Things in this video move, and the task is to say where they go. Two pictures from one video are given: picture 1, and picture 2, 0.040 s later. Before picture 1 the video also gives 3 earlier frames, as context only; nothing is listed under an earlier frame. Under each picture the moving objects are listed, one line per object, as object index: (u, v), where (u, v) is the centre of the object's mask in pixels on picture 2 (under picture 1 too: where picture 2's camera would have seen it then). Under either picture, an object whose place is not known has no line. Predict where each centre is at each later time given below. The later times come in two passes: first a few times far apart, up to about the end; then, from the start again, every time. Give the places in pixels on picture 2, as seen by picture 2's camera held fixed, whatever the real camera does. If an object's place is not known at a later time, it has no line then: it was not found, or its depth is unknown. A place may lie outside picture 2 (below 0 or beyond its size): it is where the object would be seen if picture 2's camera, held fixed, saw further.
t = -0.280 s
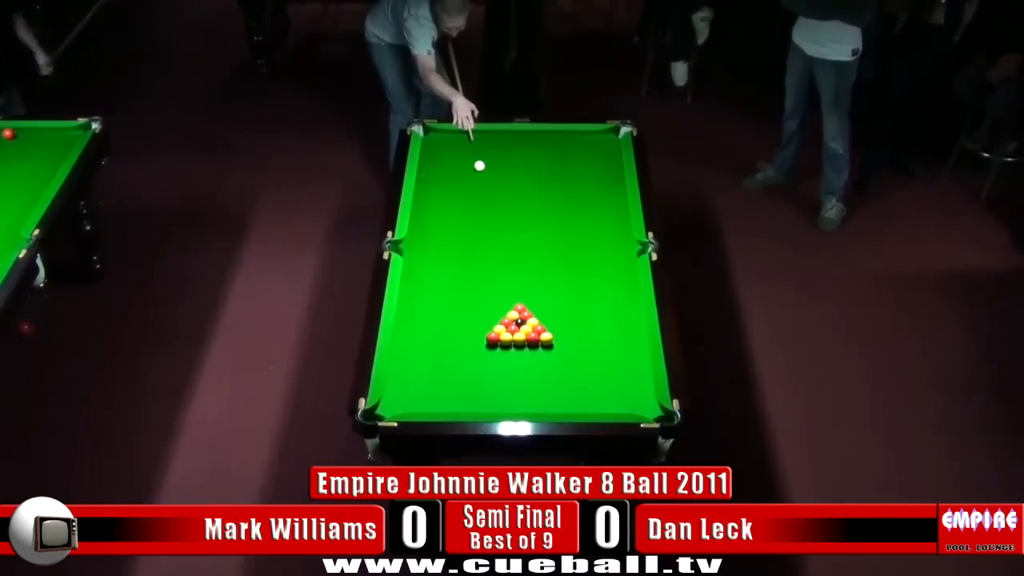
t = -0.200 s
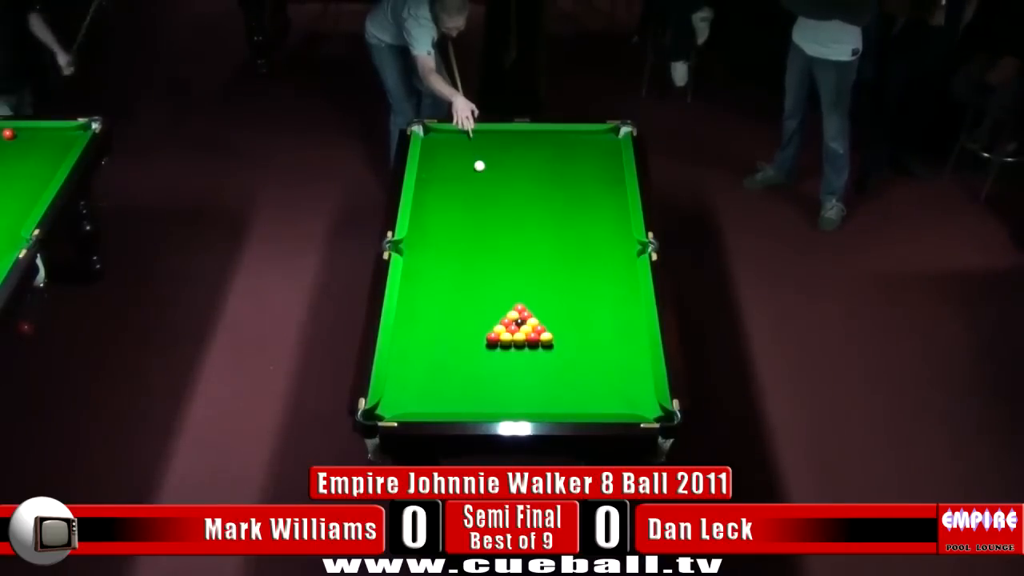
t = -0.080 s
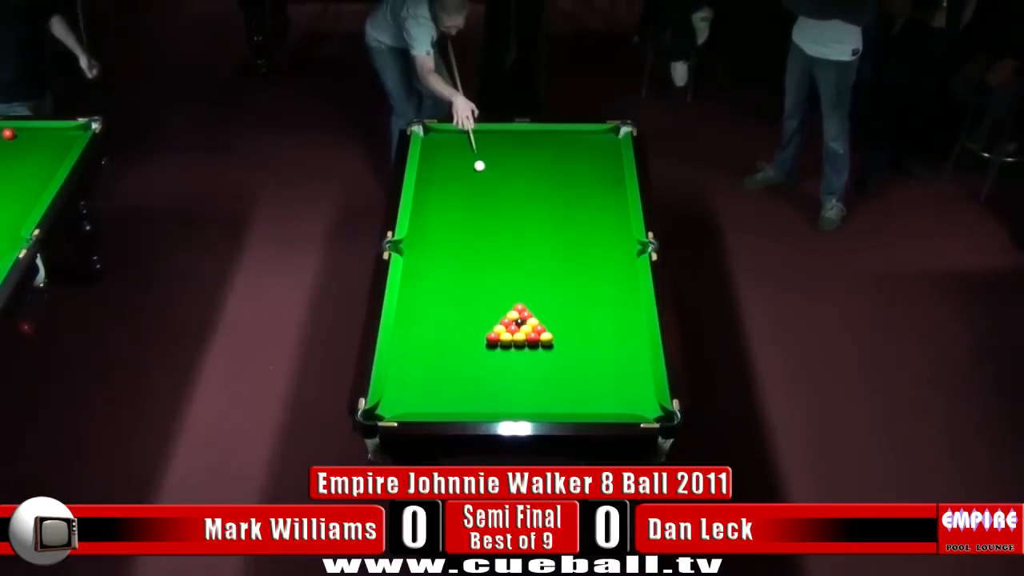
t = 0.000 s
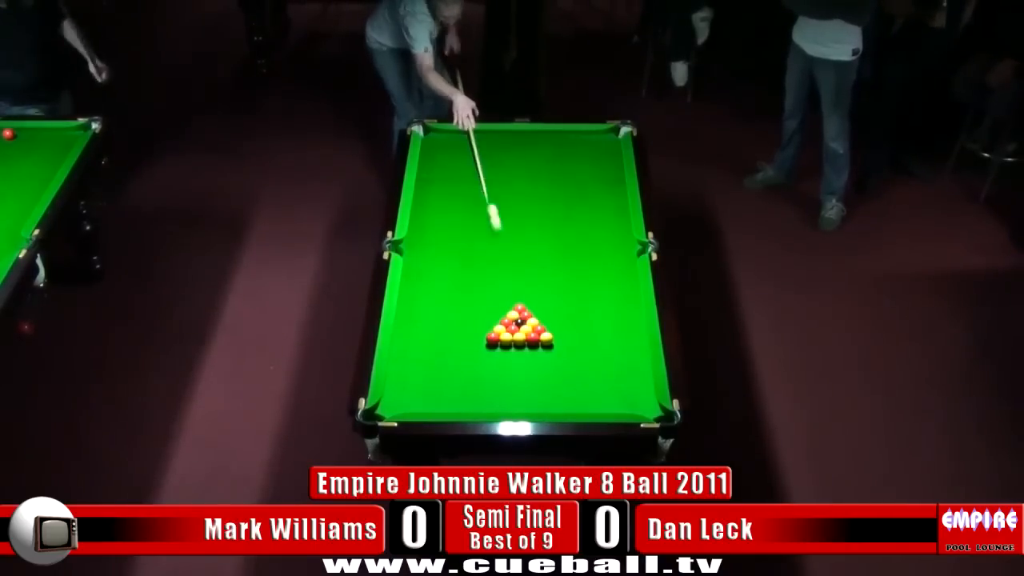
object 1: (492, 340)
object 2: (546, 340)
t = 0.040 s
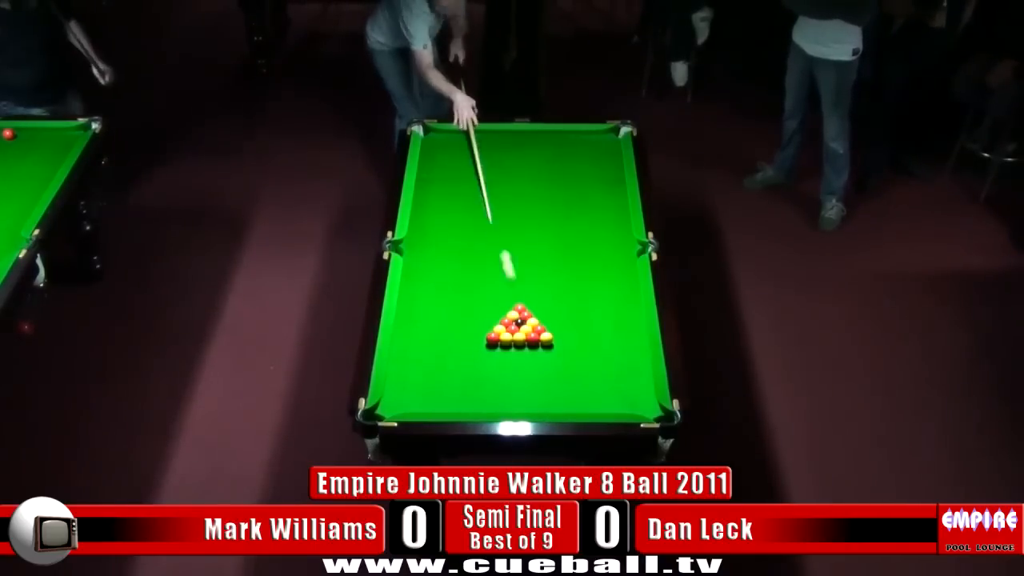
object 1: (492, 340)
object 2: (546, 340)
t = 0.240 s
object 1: (419, 402)
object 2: (631, 397)
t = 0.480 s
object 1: (396, 351)
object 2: (611, 332)
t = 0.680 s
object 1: (416, 341)
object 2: (596, 326)
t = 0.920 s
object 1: (437, 327)
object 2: (577, 314)
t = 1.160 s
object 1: (456, 314)
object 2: (560, 303)
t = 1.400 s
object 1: (473, 303)
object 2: (545, 293)
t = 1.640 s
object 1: (489, 292)
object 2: (531, 284)
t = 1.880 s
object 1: (503, 283)
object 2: (519, 276)
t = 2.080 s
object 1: (511, 278)
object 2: (512, 266)
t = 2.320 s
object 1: (518, 274)
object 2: (506, 256)
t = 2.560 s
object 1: (523, 271)
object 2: (501, 247)
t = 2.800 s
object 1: (528, 269)
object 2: (496, 237)
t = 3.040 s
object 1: (531, 267)
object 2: (492, 229)
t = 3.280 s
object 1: (533, 265)
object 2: (489, 222)
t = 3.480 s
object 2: (486, 216)
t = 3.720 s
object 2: (484, 211)
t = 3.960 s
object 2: (482, 205)
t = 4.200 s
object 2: (480, 201)
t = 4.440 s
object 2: (479, 197)
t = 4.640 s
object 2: (478, 194)
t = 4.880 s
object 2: (477, 192)
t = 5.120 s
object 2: (477, 190)
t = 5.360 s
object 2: (477, 188)
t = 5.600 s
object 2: (477, 187)
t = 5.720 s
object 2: (477, 187)
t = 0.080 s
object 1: (487, 346)
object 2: (553, 345)
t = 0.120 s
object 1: (469, 364)
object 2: (576, 368)
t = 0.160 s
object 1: (450, 384)
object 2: (598, 390)
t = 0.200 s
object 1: (432, 403)
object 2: (620, 406)
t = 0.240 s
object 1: (419, 402)
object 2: (631, 397)
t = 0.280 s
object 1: (412, 390)
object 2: (640, 383)
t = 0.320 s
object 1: (405, 378)
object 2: (642, 372)
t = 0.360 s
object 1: (398, 367)
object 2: (633, 361)
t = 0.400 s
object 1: (397, 357)
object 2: (625, 351)
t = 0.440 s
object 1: (401, 350)
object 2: (618, 342)
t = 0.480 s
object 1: (396, 351)
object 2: (611, 332)
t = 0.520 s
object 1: (401, 350)
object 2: (608, 331)
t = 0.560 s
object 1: (405, 348)
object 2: (605, 331)
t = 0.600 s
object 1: (409, 346)
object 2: (602, 329)
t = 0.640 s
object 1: (412, 343)
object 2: (599, 328)
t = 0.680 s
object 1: (416, 341)
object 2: (596, 326)
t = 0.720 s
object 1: (420, 339)
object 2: (593, 324)
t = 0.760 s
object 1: (424, 336)
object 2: (590, 322)
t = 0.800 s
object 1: (427, 333)
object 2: (586, 320)
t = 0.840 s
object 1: (431, 331)
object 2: (583, 318)
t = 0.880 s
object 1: (434, 329)
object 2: (580, 316)
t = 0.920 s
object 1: (437, 327)
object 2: (577, 314)
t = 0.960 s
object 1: (441, 325)
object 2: (575, 312)
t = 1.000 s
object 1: (444, 323)
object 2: (571, 310)
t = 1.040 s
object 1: (447, 320)
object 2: (569, 309)
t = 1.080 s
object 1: (450, 318)
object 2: (566, 307)
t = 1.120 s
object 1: (453, 316)
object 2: (563, 305)
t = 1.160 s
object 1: (456, 314)
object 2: (560, 303)
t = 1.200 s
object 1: (459, 312)
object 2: (558, 301)
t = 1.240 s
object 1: (462, 311)
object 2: (555, 300)
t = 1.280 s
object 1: (465, 309)
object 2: (553, 298)
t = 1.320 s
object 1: (467, 307)
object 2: (550, 297)
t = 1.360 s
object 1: (470, 305)
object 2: (548, 295)
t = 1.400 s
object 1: (473, 303)
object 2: (545, 293)
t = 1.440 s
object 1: (476, 301)
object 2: (543, 292)
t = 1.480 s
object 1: (478, 299)
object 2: (540, 290)
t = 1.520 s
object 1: (481, 297)
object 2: (538, 288)
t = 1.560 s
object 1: (484, 296)
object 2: (536, 287)
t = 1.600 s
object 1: (486, 294)
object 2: (533, 286)
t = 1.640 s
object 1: (489, 292)
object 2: (531, 284)
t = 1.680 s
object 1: (491, 291)
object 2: (529, 283)
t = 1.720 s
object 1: (494, 289)
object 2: (527, 281)
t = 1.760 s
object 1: (496, 288)
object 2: (525, 280)
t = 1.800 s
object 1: (499, 286)
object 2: (523, 279)
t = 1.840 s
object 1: (501, 284)
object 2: (521, 277)
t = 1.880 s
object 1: (503, 283)
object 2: (519, 276)
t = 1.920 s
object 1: (505, 282)
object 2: (517, 275)
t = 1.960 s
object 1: (508, 280)
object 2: (516, 273)
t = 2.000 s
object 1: (509, 279)
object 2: (514, 270)
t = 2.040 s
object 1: (510, 278)
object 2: (513, 268)
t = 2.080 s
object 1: (511, 278)
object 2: (512, 266)
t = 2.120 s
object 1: (512, 277)
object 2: (511, 265)
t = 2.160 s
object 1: (513, 277)
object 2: (510, 263)
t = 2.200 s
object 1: (515, 276)
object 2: (509, 262)
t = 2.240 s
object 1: (516, 275)
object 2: (508, 260)
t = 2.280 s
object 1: (517, 275)
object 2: (507, 258)
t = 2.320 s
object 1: (518, 274)
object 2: (506, 256)
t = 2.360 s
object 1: (519, 274)
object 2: (505, 255)
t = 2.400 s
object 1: (520, 273)
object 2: (504, 253)
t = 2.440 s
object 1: (521, 273)
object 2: (503, 251)
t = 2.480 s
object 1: (521, 272)
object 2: (502, 250)
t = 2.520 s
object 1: (523, 272)
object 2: (502, 248)
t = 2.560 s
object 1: (523, 271)
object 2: (501, 247)
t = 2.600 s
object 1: (524, 271)
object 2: (500, 245)
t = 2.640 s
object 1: (525, 270)
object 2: (499, 243)
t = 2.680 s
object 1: (526, 270)
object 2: (499, 242)
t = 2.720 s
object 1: (526, 270)
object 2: (498, 240)
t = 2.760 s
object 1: (527, 269)
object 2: (497, 239)
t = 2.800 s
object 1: (528, 269)
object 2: (496, 237)
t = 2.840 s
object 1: (528, 268)
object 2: (496, 236)
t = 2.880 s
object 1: (529, 268)
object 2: (495, 234)
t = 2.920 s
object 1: (529, 268)
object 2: (494, 233)
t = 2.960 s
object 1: (530, 268)
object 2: (494, 232)
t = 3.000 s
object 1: (531, 267)
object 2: (493, 231)
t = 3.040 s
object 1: (531, 267)
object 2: (492, 229)
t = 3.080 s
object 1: (531, 267)
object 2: (492, 228)
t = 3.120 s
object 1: (532, 267)
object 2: (491, 227)
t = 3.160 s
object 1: (532, 266)
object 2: (490, 226)
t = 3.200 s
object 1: (532, 266)
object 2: (490, 224)
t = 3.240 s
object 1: (533, 266)
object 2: (489, 223)
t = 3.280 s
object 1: (533, 265)
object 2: (489, 222)
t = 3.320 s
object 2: (488, 221)
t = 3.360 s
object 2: (488, 220)
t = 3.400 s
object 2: (487, 219)
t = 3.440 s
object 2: (487, 217)
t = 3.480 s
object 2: (486, 216)
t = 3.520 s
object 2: (486, 215)
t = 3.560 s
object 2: (485, 214)
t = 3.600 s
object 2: (485, 213)
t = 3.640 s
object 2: (485, 212)
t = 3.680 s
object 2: (484, 211)
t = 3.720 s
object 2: (484, 211)
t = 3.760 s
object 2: (483, 210)
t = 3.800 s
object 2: (483, 209)
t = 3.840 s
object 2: (483, 208)
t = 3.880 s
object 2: (482, 207)
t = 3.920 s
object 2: (482, 206)
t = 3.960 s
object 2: (482, 205)
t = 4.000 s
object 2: (481, 205)
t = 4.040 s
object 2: (481, 204)
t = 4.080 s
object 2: (481, 203)
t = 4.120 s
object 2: (480, 202)
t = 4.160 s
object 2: (480, 202)
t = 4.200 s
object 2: (480, 201)
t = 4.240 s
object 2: (480, 200)
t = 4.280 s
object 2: (479, 200)
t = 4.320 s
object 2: (479, 199)
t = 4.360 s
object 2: (479, 198)
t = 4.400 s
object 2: (479, 198)
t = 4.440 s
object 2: (479, 197)
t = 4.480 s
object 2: (479, 196)
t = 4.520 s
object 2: (478, 196)
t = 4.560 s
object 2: (478, 195)
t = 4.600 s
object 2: (478, 195)
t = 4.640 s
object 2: (478, 194)
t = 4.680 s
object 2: (478, 194)
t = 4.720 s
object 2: (478, 194)
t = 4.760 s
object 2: (478, 193)
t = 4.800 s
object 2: (477, 193)
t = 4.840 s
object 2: (477, 192)
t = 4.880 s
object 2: (477, 192)
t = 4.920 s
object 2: (477, 191)
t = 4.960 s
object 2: (477, 191)
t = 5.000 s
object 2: (477, 191)
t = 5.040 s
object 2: (477, 191)
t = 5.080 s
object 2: (477, 190)
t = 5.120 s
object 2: (477, 190)
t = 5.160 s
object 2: (477, 190)
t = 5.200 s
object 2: (477, 189)
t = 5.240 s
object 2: (477, 189)
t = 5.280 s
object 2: (477, 189)
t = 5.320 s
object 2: (477, 189)
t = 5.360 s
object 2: (477, 188)
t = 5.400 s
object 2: (477, 188)
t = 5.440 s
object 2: (477, 188)
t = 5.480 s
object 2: (477, 188)
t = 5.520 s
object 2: (477, 188)
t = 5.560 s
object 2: (477, 188)
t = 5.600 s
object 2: (477, 187)
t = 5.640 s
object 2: (477, 187)
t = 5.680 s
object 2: (477, 187)
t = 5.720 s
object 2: (477, 187)
